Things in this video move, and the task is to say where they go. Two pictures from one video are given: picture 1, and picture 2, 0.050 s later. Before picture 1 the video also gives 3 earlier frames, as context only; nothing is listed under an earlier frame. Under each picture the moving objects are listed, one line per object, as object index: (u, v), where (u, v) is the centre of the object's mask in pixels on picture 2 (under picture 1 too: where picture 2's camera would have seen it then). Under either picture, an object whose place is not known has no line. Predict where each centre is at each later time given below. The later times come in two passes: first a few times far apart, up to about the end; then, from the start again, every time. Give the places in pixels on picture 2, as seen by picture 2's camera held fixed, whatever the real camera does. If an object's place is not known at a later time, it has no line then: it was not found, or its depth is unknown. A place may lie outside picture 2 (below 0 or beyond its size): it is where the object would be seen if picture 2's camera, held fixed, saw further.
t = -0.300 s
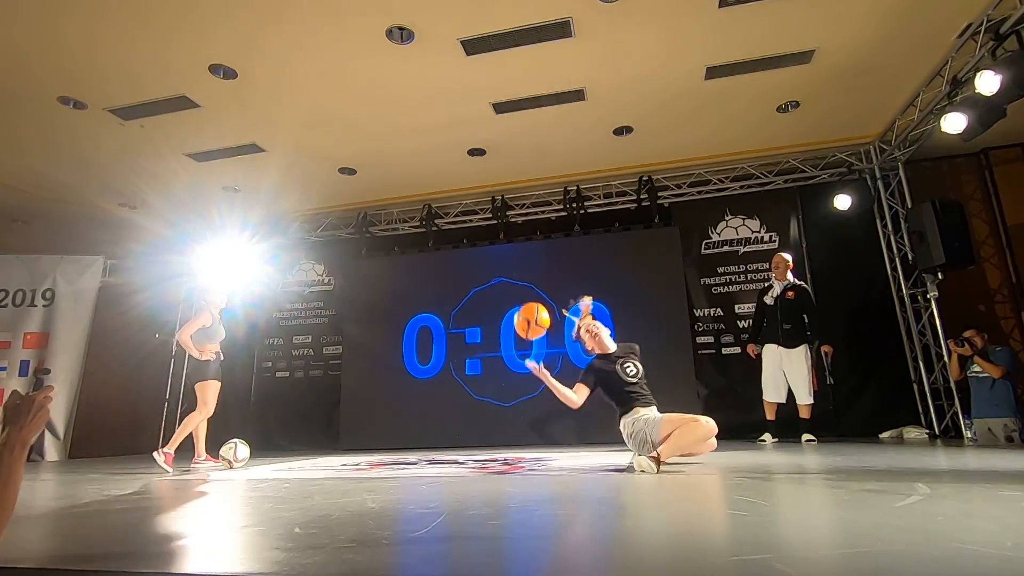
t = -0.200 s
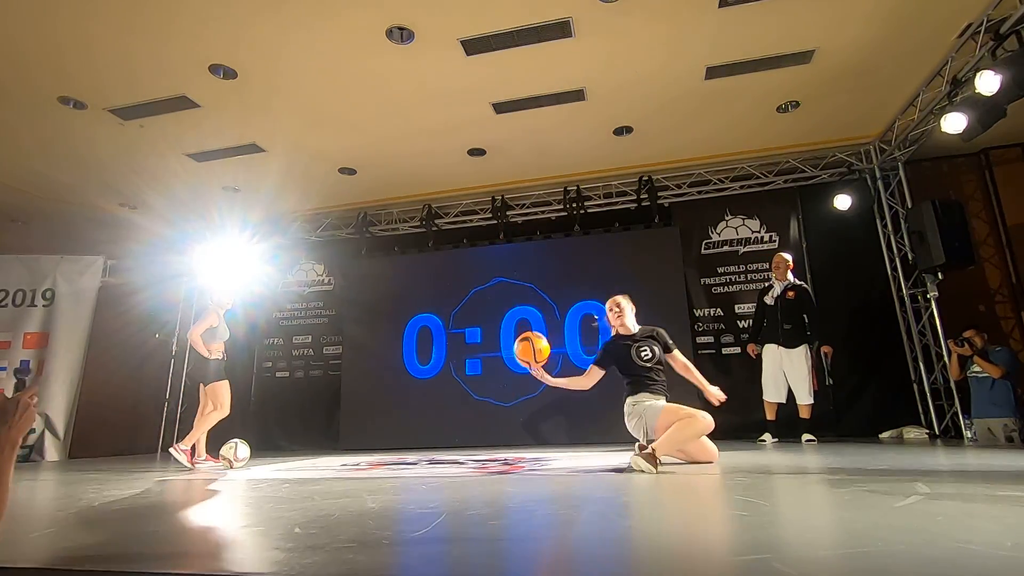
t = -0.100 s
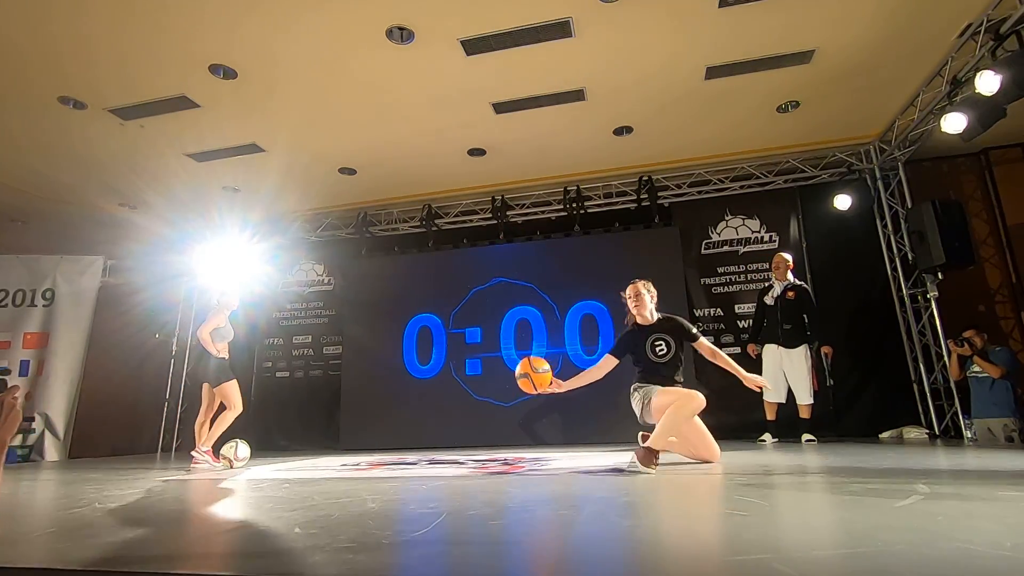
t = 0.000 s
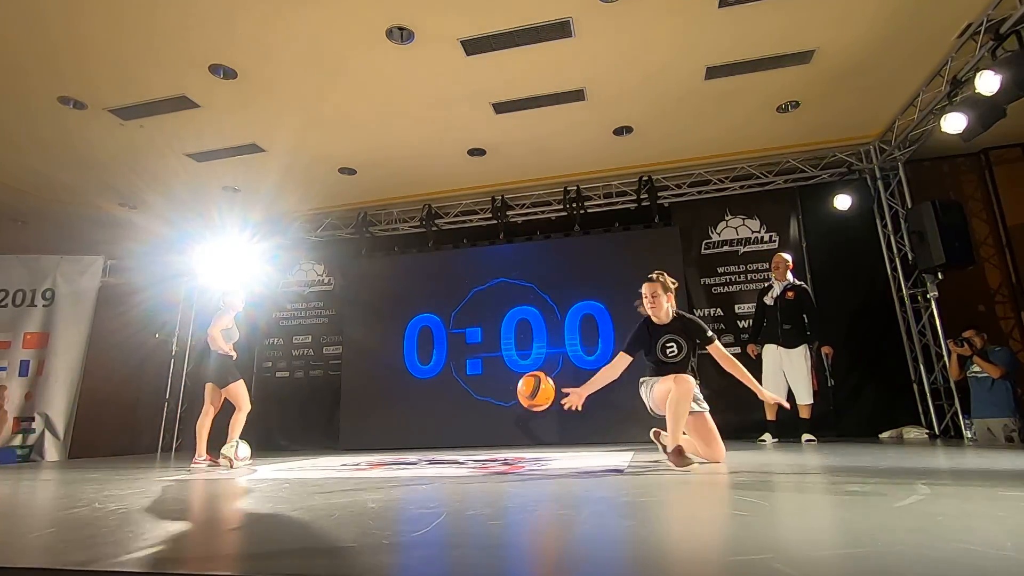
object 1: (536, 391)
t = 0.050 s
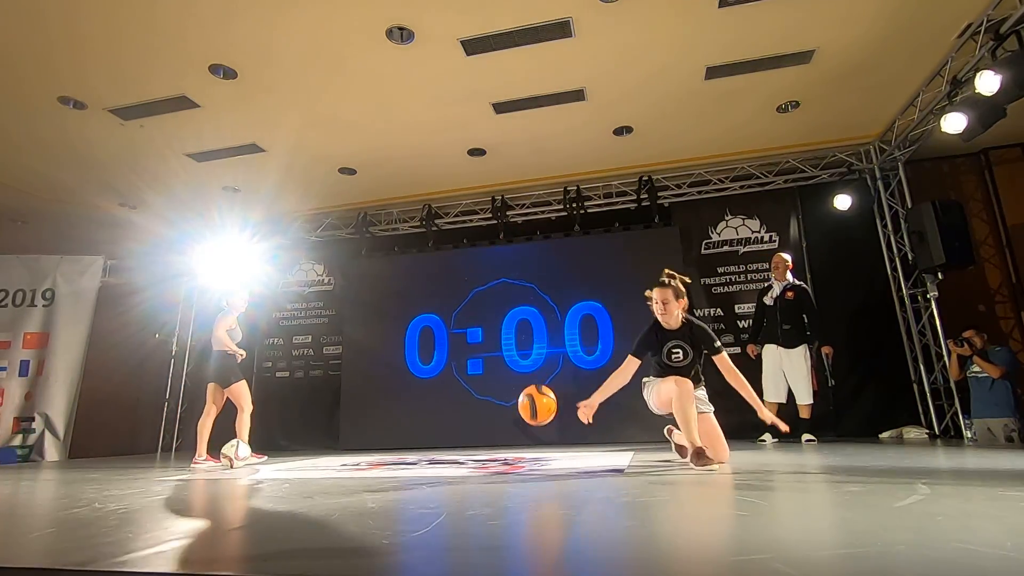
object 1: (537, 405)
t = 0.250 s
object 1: (534, 431)
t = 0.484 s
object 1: (515, 420)
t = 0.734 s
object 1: (494, 437)
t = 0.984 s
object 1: (471, 457)
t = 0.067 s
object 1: (538, 411)
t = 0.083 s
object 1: (538, 417)
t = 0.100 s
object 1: (539, 424)
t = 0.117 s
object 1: (539, 431)
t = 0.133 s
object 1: (540, 439)
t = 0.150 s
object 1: (541, 447)
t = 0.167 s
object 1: (541, 456)
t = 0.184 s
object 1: (539, 451)
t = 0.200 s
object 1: (538, 445)
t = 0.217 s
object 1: (537, 440)
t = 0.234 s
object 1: (535, 435)
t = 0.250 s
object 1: (534, 431)
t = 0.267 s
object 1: (532, 427)
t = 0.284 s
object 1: (531, 423)
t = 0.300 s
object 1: (530, 420)
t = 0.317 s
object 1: (528, 418)
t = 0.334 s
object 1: (527, 416)
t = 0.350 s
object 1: (525, 414)
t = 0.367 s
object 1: (524, 413)
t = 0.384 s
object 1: (523, 412)
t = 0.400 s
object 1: (521, 412)
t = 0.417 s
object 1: (520, 413)
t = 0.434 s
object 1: (519, 414)
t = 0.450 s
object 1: (517, 415)
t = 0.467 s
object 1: (516, 418)
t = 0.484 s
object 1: (515, 420)
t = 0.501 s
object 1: (513, 424)
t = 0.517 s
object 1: (512, 427)
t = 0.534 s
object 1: (511, 431)
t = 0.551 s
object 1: (509, 437)
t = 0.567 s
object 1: (508, 442)
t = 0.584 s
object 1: (507, 449)
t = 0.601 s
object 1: (505, 456)
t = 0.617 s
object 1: (504, 461)
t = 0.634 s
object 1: (502, 457)
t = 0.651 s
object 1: (501, 452)
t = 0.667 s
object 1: (500, 448)
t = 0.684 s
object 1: (498, 444)
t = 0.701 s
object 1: (497, 441)
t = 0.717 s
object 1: (495, 438)
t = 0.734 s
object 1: (494, 437)
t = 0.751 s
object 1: (492, 435)
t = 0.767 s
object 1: (491, 435)
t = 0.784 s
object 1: (489, 434)
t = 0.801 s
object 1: (488, 435)
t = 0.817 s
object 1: (486, 436)
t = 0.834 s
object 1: (485, 438)
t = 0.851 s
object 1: (484, 440)
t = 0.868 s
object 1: (482, 443)
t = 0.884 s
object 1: (481, 447)
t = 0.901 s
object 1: (479, 451)
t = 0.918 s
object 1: (478, 457)
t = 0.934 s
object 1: (476, 462)
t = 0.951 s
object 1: (474, 464)
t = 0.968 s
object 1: (473, 460)
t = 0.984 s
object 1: (471, 457)
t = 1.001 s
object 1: (469, 454)
